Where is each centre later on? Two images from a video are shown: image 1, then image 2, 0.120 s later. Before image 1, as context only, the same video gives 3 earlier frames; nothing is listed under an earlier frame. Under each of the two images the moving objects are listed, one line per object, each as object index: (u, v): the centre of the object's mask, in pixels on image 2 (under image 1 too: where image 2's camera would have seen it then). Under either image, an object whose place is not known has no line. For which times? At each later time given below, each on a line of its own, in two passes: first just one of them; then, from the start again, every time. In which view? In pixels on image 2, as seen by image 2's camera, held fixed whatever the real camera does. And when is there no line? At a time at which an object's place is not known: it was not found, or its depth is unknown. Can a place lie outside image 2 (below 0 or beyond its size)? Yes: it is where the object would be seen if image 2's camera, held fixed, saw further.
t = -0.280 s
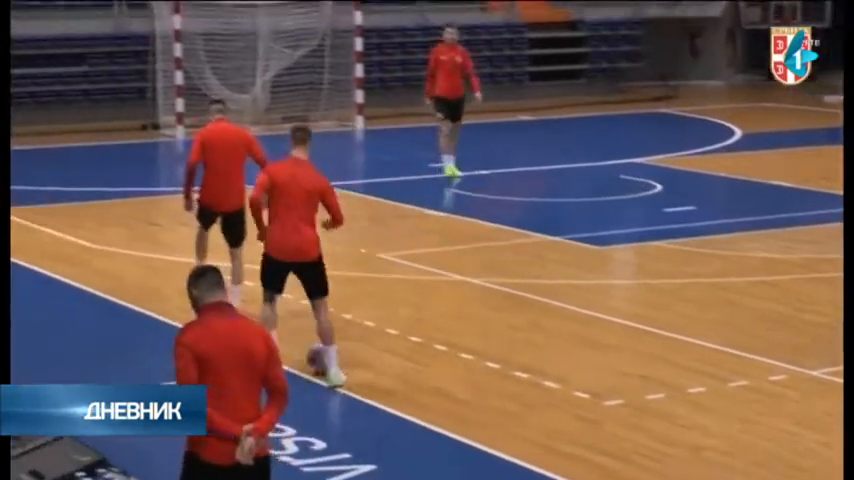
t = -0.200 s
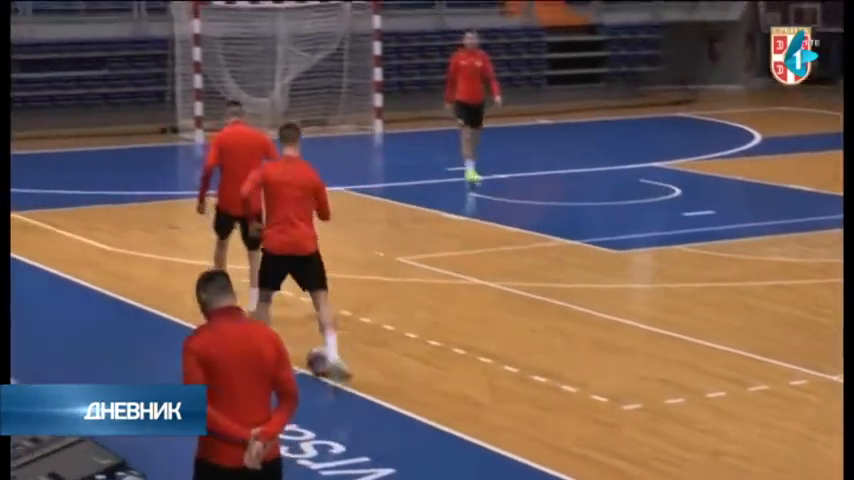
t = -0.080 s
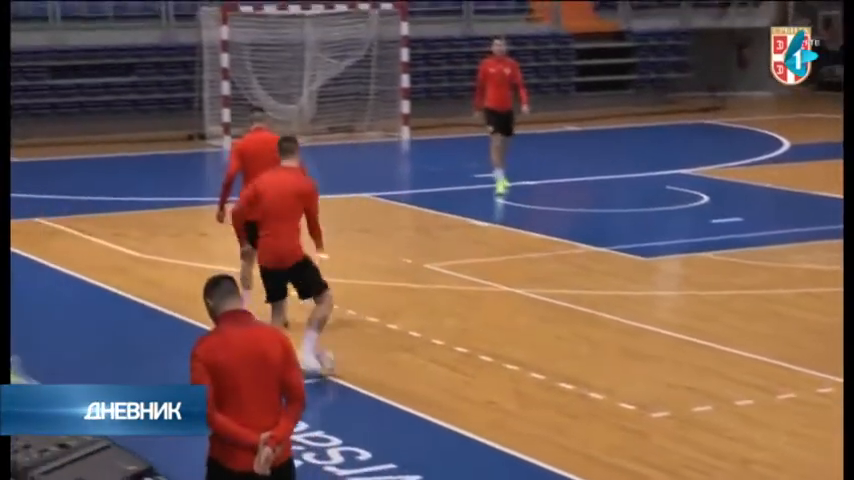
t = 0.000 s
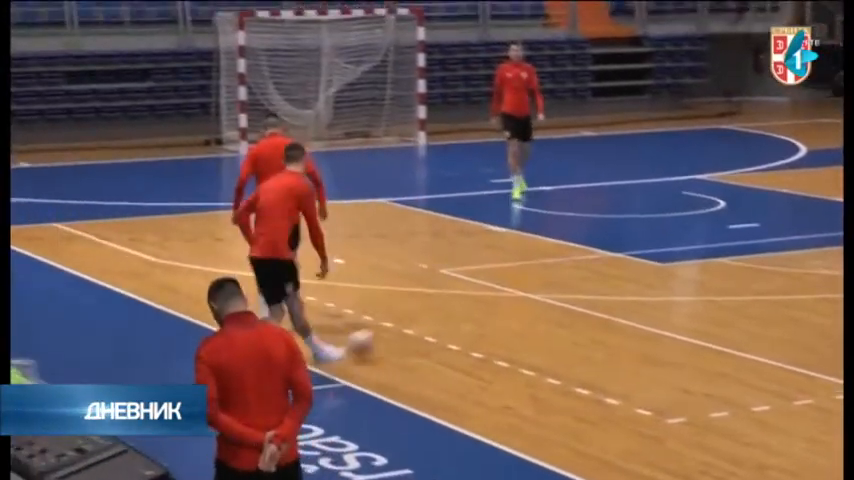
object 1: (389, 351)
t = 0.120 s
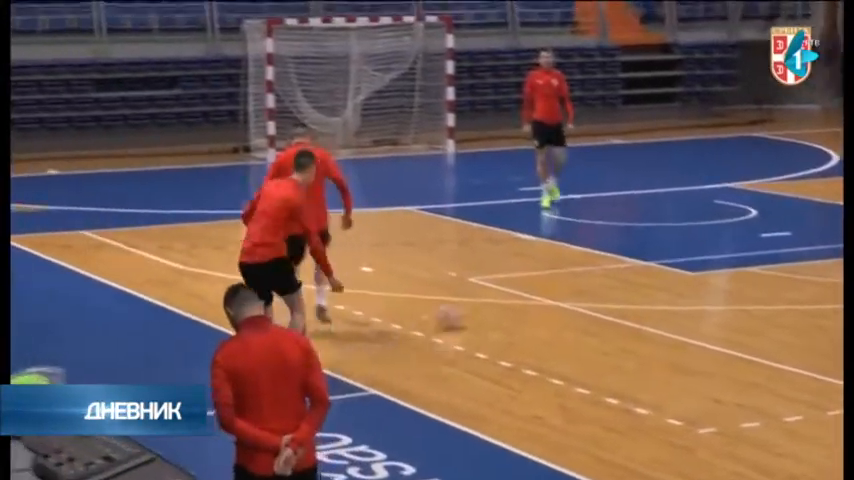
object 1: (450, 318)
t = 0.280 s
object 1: (510, 281)
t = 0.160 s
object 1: (468, 307)
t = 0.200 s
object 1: (480, 295)
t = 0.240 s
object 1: (496, 288)
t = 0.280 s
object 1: (510, 281)
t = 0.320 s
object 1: (520, 270)
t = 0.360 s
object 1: (534, 264)
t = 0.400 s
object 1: (543, 257)
